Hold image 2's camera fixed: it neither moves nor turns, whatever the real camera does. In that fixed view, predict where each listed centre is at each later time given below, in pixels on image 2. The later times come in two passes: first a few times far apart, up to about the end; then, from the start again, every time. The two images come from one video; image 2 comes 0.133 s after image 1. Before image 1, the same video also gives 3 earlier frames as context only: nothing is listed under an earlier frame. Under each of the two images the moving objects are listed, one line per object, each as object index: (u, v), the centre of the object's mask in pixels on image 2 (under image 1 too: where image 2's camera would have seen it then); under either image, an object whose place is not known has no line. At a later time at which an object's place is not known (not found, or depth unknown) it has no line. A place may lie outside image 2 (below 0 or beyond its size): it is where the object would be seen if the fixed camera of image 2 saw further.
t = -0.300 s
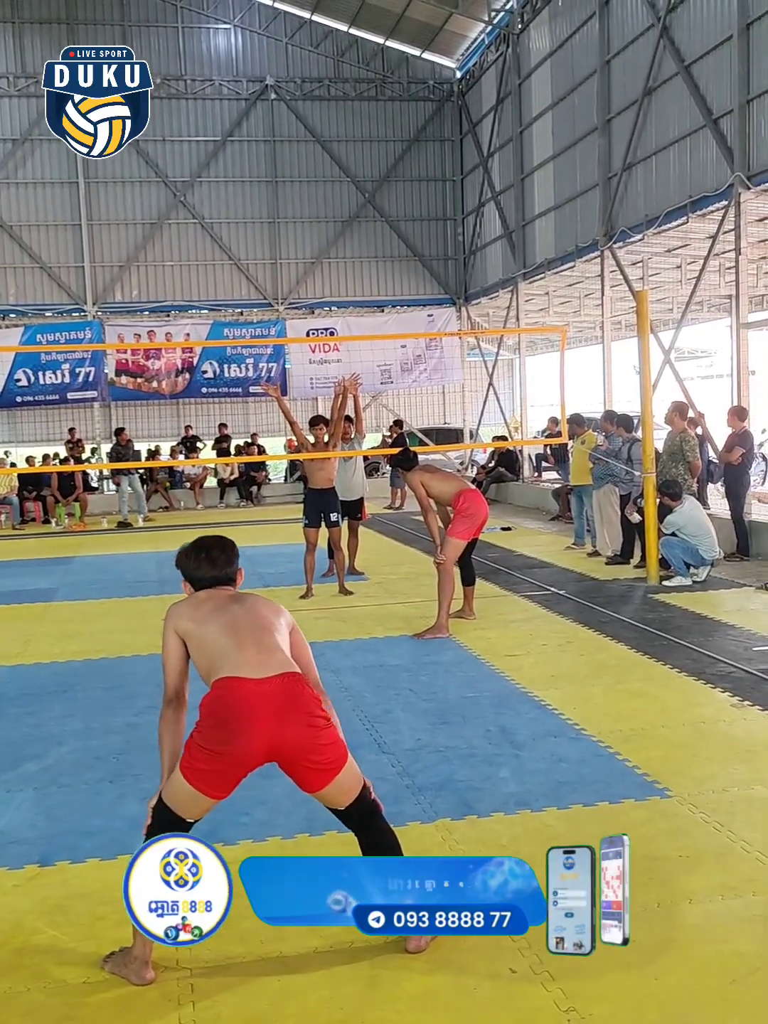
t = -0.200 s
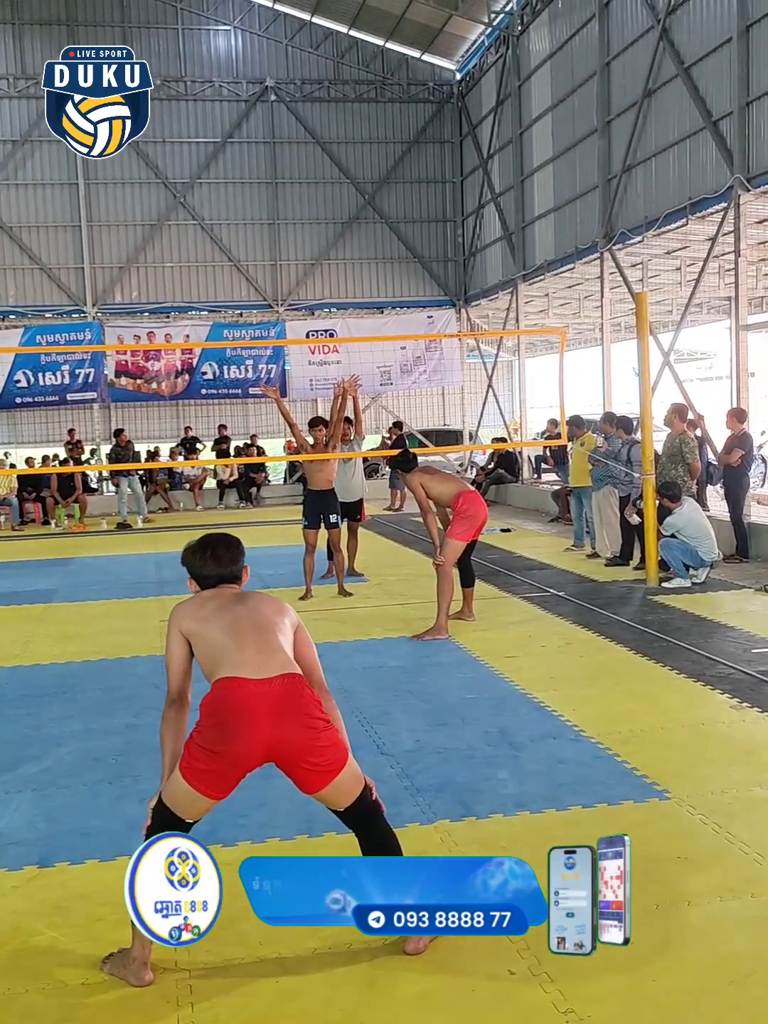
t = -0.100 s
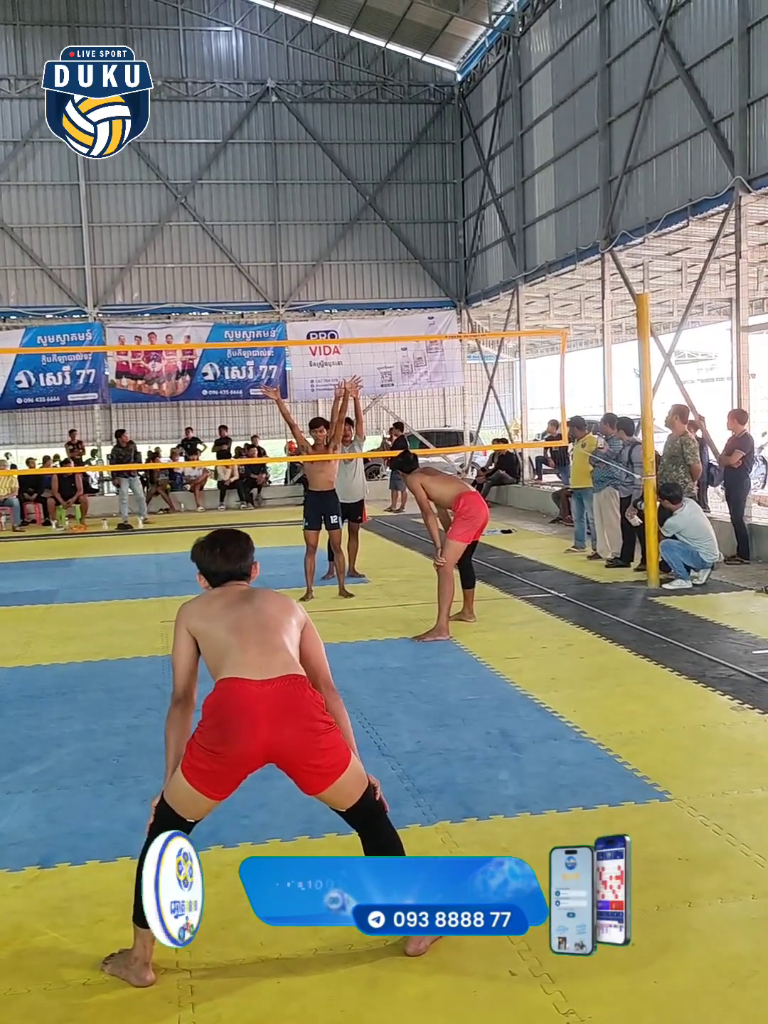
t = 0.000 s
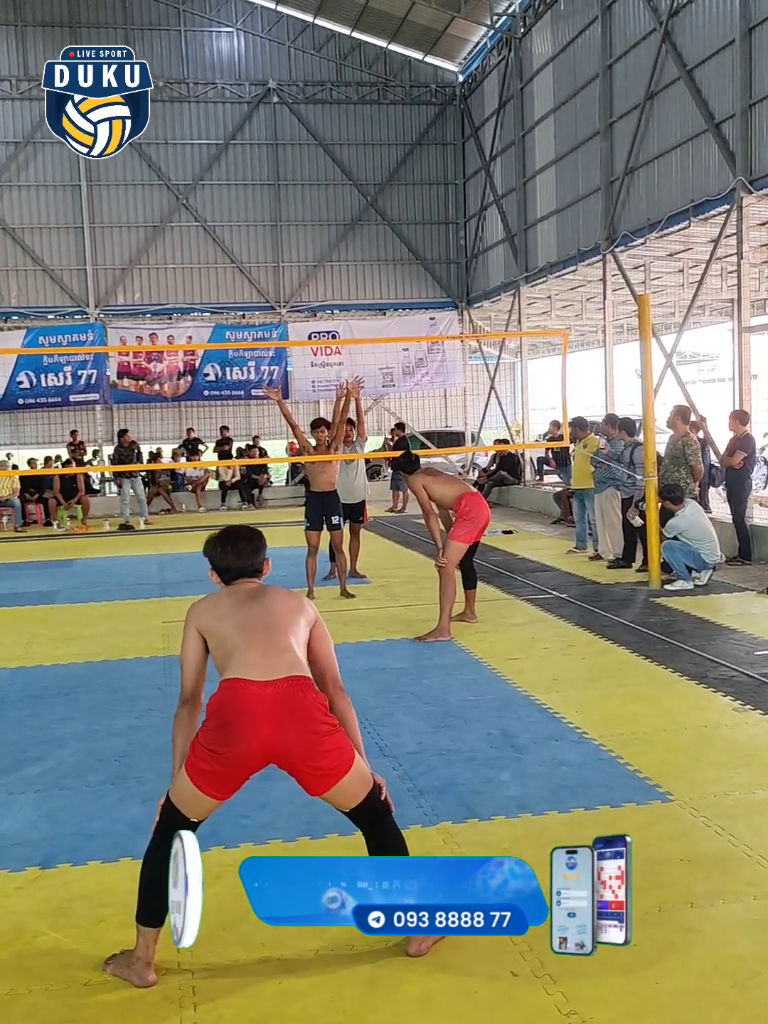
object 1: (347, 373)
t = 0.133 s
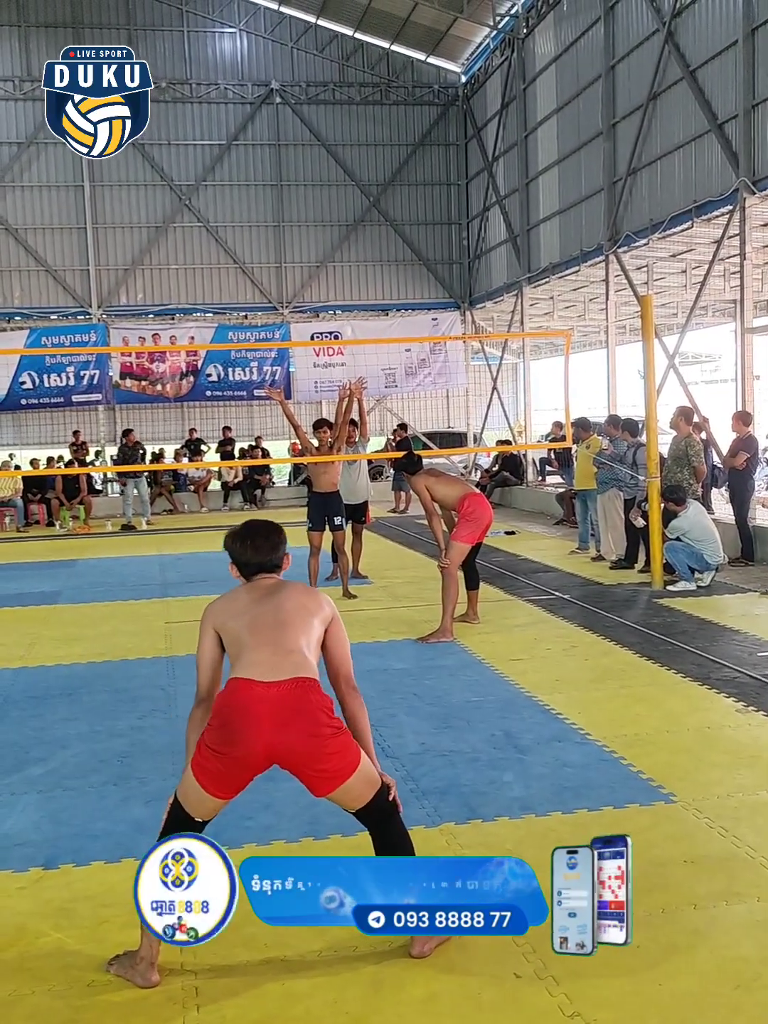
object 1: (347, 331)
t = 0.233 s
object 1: (346, 303)
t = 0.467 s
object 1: (349, 260)
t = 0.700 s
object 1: (352, 249)
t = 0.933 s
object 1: (358, 270)
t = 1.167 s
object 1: (366, 325)
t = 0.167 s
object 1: (346, 320)
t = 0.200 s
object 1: (346, 311)
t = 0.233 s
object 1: (346, 303)
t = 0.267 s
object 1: (346, 294)
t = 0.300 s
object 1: (347, 288)
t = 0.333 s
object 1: (347, 280)
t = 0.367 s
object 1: (347, 274)
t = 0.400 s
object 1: (348, 269)
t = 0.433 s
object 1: (348, 264)
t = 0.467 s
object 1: (349, 260)
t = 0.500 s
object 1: (349, 256)
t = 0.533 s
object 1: (350, 253)
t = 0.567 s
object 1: (350, 252)
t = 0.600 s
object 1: (351, 250)
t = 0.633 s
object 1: (351, 249)
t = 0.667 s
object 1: (352, 248)
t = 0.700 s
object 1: (352, 249)
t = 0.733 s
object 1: (353, 250)
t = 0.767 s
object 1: (354, 251)
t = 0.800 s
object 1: (355, 254)
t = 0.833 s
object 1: (356, 257)
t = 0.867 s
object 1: (357, 261)
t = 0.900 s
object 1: (357, 265)
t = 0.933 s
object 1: (358, 270)
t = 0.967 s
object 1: (359, 275)
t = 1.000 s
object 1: (360, 282)
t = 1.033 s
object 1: (361, 289)
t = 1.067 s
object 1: (363, 297)
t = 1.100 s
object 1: (363, 306)
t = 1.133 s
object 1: (365, 314)
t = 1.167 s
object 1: (366, 325)
